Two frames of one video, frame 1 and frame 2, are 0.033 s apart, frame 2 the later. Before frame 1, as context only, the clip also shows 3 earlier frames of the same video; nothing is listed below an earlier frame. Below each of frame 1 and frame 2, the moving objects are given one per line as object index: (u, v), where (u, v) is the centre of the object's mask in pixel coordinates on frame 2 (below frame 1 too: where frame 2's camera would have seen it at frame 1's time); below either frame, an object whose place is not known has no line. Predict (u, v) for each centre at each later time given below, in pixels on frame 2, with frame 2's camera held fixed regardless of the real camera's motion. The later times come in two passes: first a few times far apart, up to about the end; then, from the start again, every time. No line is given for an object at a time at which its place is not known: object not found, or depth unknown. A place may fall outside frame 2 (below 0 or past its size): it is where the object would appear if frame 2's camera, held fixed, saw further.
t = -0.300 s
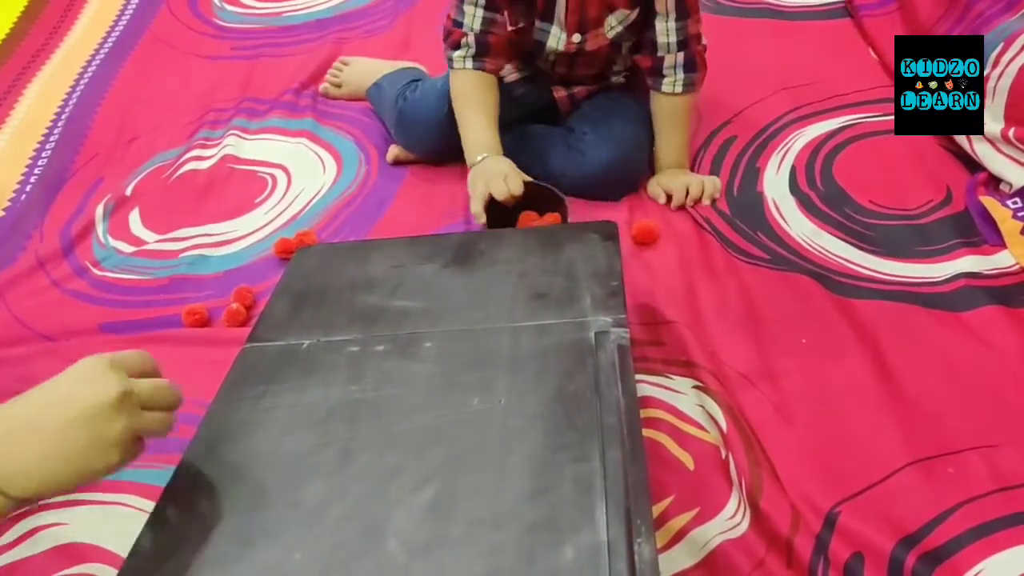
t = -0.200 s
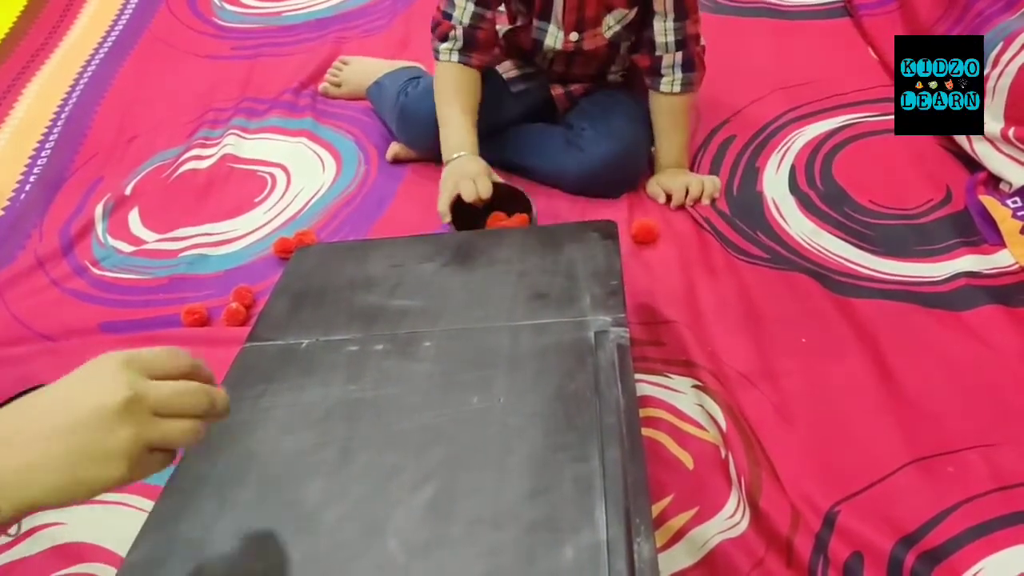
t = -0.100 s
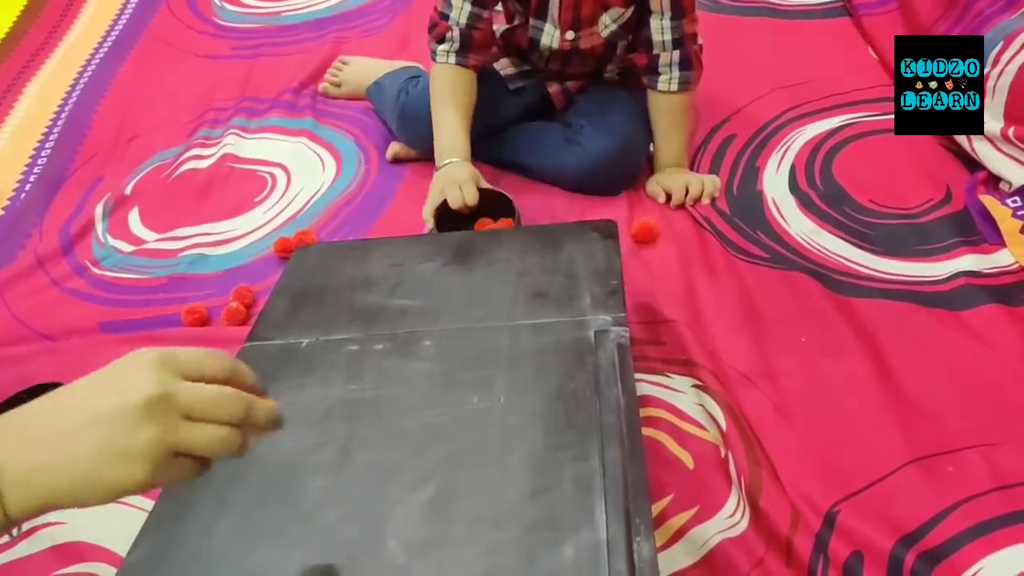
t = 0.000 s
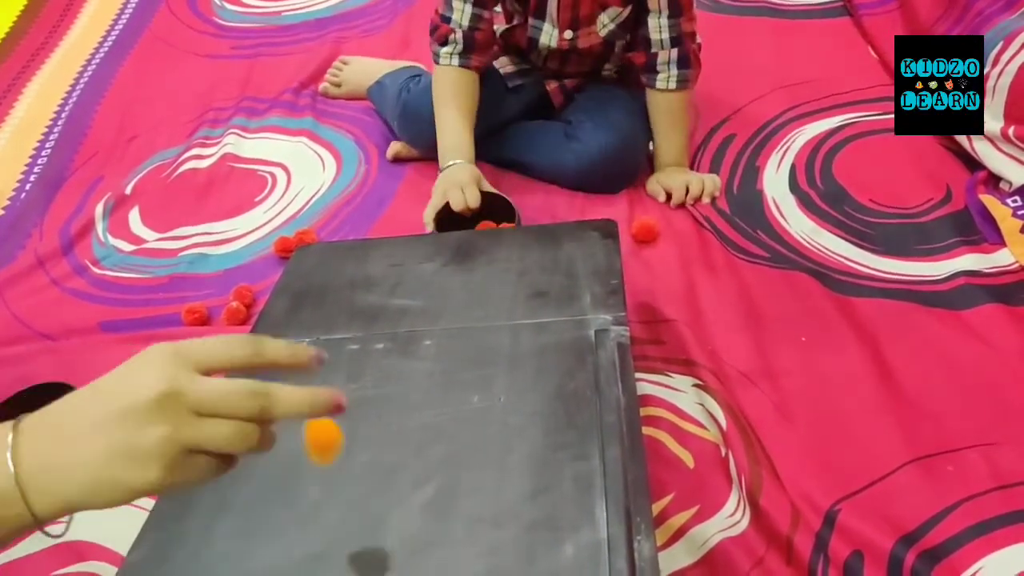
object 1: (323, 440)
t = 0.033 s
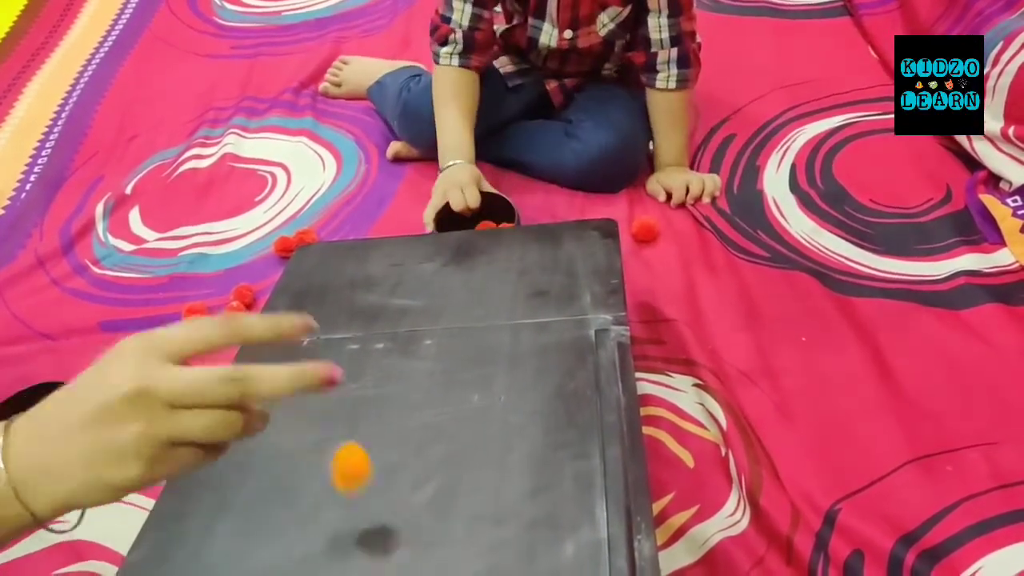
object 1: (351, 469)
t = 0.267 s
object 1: (446, 432)
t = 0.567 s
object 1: (452, 332)
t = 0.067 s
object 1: (378, 499)
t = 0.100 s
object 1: (390, 477)
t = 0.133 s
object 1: (403, 463)
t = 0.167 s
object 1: (418, 465)
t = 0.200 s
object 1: (429, 460)
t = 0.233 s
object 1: (439, 444)
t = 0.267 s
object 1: (446, 432)
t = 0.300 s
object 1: (452, 420)
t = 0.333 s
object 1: (455, 405)
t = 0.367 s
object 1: (459, 394)
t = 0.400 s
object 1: (462, 387)
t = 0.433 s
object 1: (463, 373)
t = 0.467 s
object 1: (462, 363)
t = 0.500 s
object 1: (460, 353)
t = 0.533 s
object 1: (456, 342)
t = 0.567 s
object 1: (452, 332)
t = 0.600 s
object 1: (450, 326)
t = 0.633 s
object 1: (445, 315)
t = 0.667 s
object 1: (438, 308)
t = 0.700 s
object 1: (430, 298)
